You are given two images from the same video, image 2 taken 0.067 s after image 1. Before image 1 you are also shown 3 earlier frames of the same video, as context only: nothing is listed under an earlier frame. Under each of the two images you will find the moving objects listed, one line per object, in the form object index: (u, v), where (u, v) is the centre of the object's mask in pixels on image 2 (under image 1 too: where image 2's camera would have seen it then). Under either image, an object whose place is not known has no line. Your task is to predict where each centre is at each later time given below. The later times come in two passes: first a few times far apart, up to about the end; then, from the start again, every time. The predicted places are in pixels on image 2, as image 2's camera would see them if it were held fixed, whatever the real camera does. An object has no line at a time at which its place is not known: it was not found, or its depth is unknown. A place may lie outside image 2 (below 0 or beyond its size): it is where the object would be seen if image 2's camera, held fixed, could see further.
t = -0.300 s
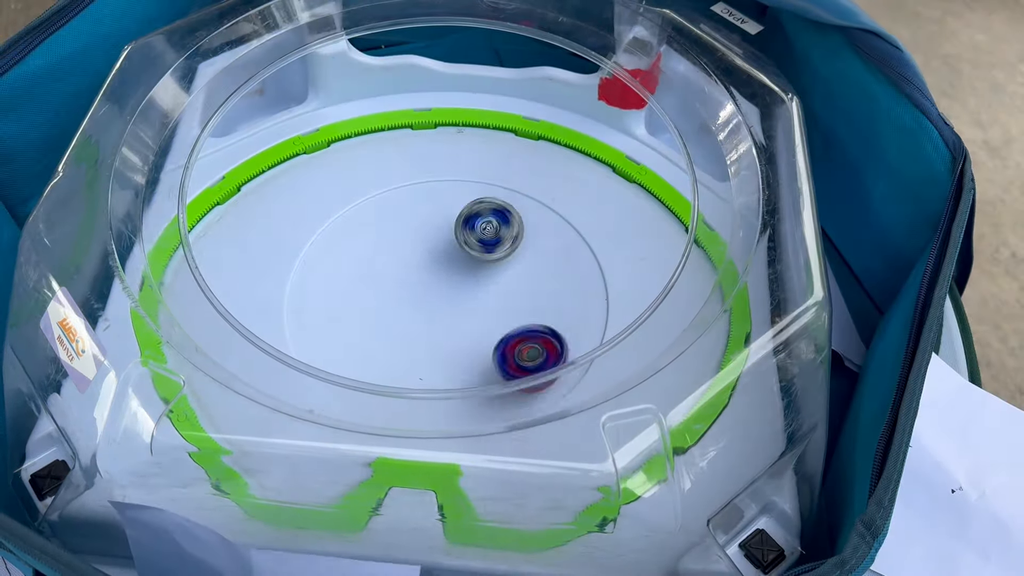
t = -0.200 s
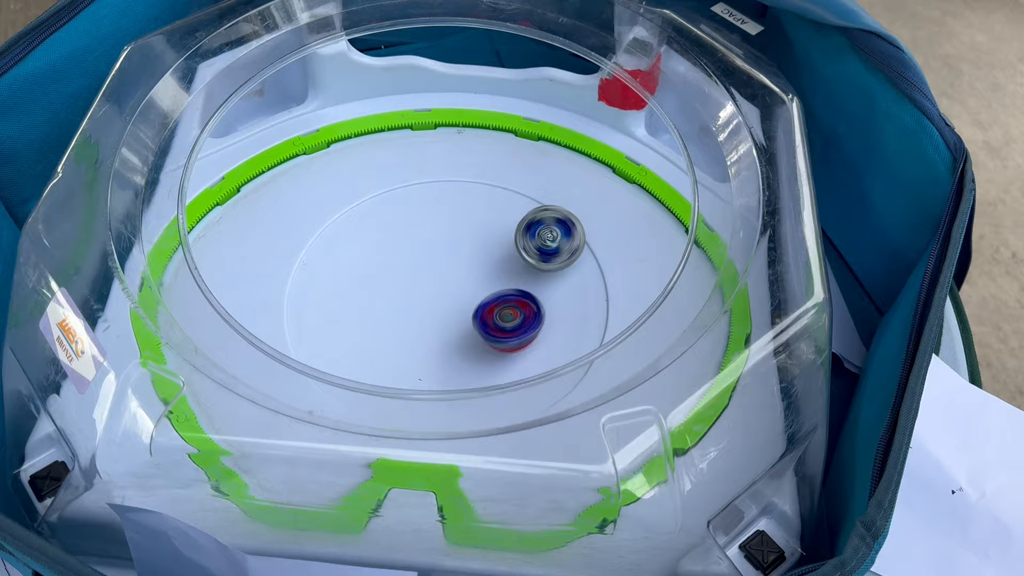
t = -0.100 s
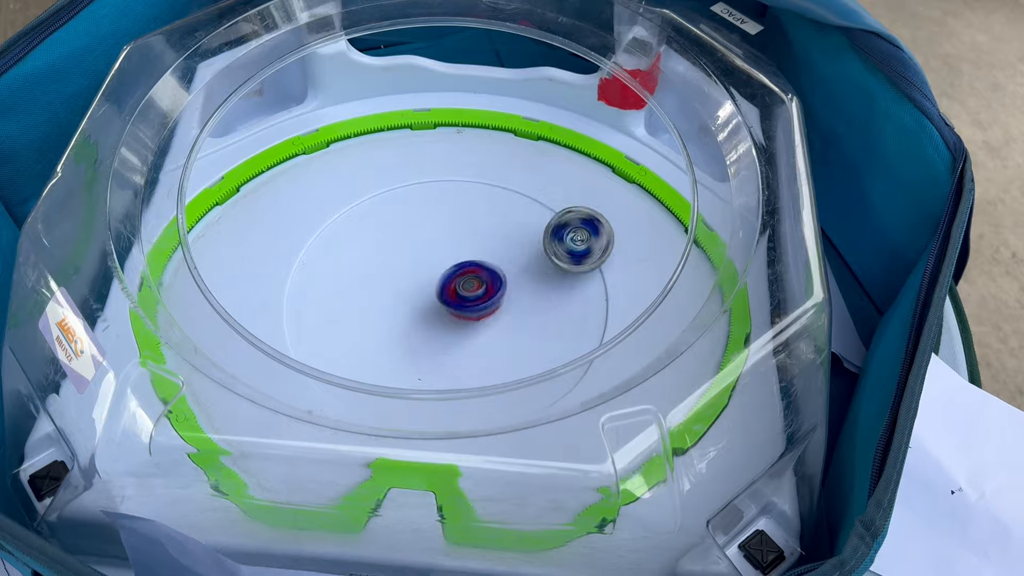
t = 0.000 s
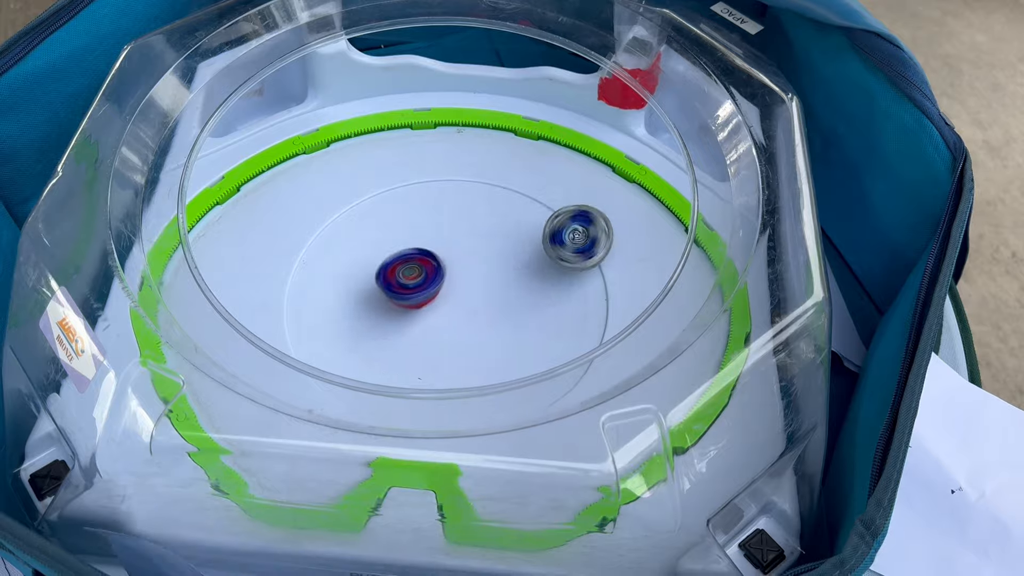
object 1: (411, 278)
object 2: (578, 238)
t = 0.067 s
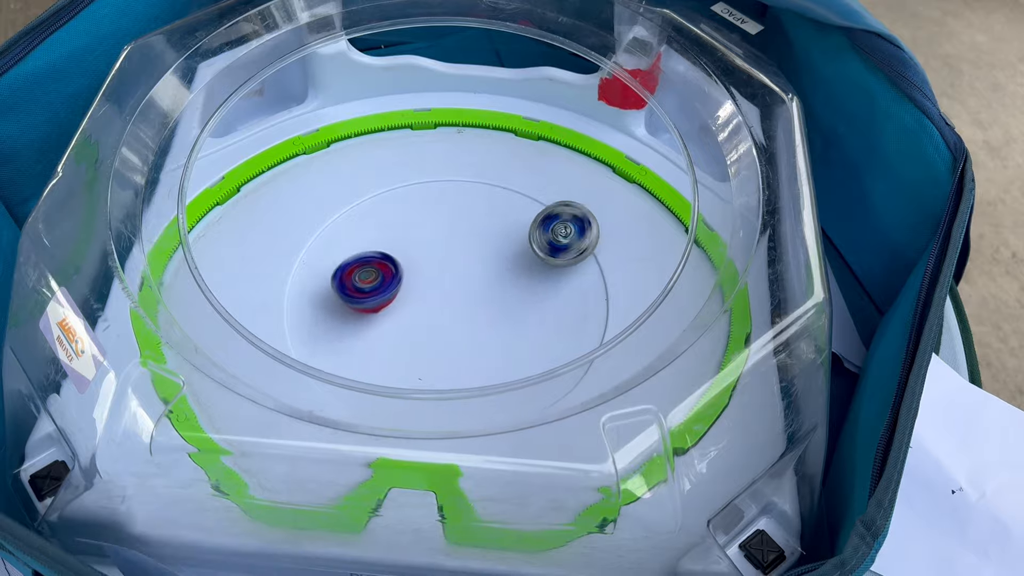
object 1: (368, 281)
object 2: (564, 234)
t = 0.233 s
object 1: (292, 325)
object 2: (504, 234)
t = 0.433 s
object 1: (418, 387)
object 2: (449, 277)
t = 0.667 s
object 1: (606, 359)
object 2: (457, 357)
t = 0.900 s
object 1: (509, 231)
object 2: (520, 359)
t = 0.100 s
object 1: (347, 286)
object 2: (554, 233)
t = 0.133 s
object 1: (329, 293)
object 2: (543, 232)
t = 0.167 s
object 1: (313, 303)
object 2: (530, 231)
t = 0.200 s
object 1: (300, 314)
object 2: (516, 232)
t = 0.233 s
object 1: (292, 325)
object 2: (504, 234)
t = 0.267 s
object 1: (305, 334)
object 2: (493, 237)
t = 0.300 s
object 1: (322, 343)
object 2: (481, 242)
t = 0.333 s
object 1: (342, 352)
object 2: (471, 248)
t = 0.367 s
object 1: (365, 361)
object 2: (462, 256)
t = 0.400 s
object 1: (389, 376)
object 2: (455, 265)
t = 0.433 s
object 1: (418, 387)
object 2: (449, 277)
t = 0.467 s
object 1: (455, 399)
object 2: (446, 289)
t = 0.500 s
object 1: (491, 400)
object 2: (444, 300)
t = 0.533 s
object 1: (527, 396)
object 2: (443, 313)
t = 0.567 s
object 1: (555, 389)
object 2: (444, 326)
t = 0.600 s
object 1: (581, 384)
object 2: (447, 337)
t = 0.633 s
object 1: (596, 371)
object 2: (451, 348)
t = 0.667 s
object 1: (606, 359)
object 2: (457, 357)
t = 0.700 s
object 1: (612, 348)
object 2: (465, 362)
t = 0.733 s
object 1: (605, 326)
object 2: (473, 370)
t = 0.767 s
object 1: (597, 312)
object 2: (483, 373)
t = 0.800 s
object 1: (583, 295)
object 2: (493, 373)
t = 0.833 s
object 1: (564, 276)
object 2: (503, 373)
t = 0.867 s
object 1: (539, 254)
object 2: (513, 368)
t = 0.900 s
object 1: (509, 231)
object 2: (520, 359)
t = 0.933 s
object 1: (473, 210)
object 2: (528, 351)
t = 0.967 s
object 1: (433, 190)
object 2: (534, 343)
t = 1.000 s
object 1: (391, 173)
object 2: (537, 333)
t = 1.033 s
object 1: (353, 166)
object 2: (539, 322)
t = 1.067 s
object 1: (317, 171)
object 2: (535, 312)
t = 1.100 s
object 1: (280, 179)
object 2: (531, 303)
